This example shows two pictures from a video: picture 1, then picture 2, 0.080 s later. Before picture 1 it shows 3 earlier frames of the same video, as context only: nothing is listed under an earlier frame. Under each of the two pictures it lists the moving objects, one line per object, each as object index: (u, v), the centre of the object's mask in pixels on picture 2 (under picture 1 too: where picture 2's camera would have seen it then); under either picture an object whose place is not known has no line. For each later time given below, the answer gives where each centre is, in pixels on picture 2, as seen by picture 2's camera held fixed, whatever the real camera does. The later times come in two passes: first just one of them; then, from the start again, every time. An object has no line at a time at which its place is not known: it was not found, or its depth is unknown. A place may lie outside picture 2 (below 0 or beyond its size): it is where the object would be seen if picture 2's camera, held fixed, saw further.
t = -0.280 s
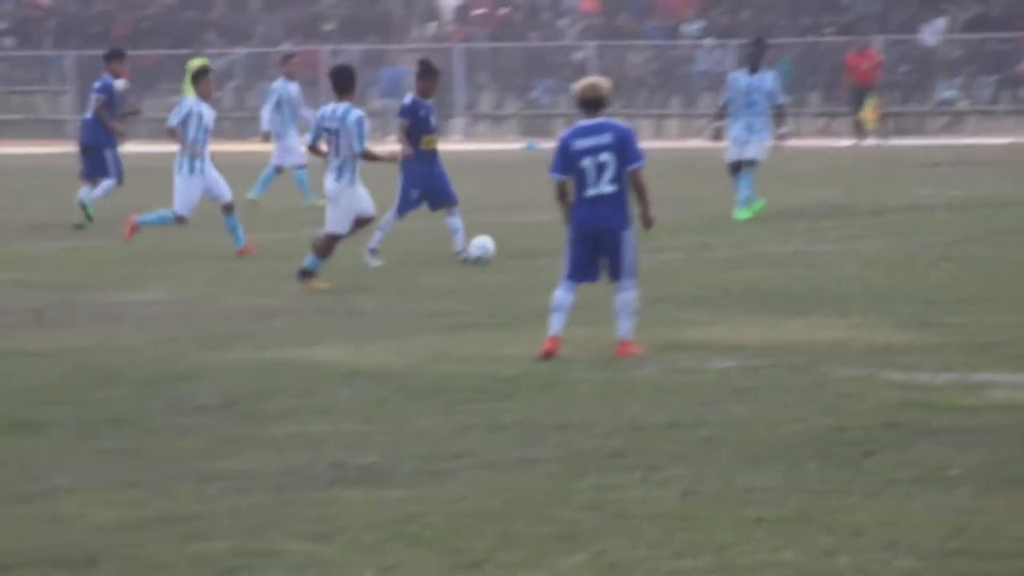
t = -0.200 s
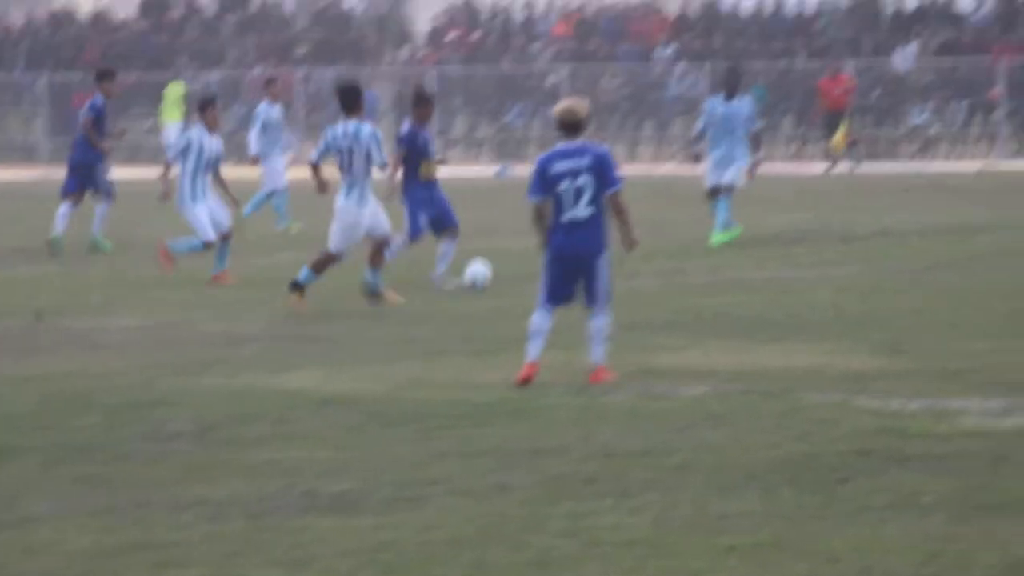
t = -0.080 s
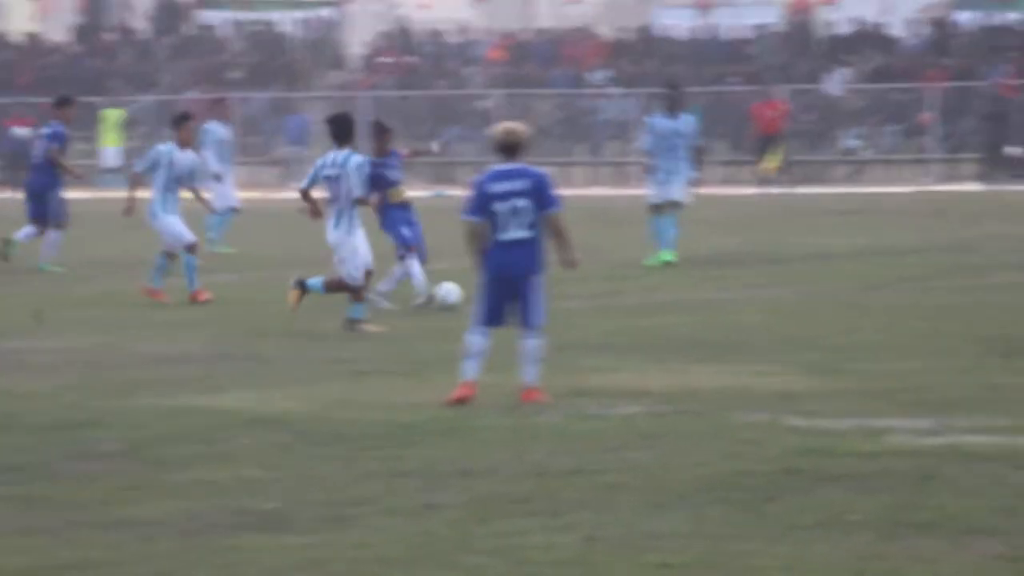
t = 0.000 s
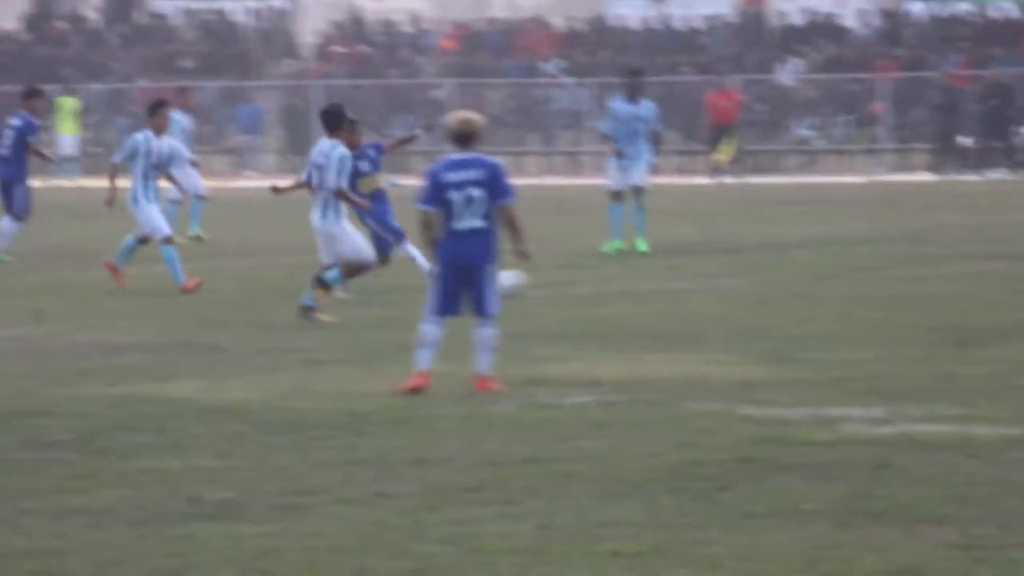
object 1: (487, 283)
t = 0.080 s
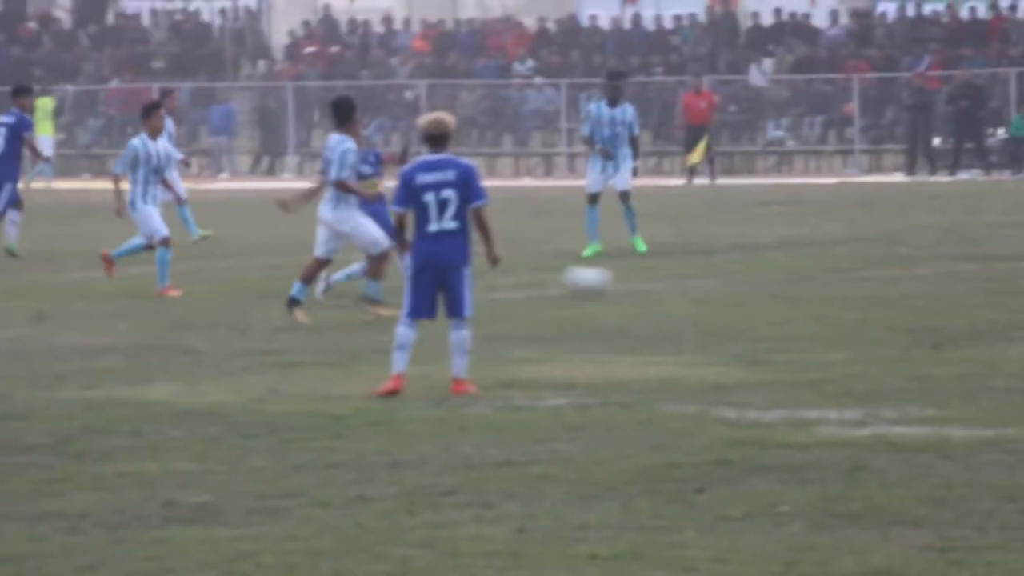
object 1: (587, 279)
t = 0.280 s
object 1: (839, 276)
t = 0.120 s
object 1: (642, 279)
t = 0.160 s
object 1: (693, 279)
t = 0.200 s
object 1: (744, 278)
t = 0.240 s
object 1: (792, 276)
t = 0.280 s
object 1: (839, 276)
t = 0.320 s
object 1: (884, 272)
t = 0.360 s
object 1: (930, 270)
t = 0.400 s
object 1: (974, 271)
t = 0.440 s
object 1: (1018, 274)
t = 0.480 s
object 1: (1059, 272)
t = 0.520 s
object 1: (1096, 267)
